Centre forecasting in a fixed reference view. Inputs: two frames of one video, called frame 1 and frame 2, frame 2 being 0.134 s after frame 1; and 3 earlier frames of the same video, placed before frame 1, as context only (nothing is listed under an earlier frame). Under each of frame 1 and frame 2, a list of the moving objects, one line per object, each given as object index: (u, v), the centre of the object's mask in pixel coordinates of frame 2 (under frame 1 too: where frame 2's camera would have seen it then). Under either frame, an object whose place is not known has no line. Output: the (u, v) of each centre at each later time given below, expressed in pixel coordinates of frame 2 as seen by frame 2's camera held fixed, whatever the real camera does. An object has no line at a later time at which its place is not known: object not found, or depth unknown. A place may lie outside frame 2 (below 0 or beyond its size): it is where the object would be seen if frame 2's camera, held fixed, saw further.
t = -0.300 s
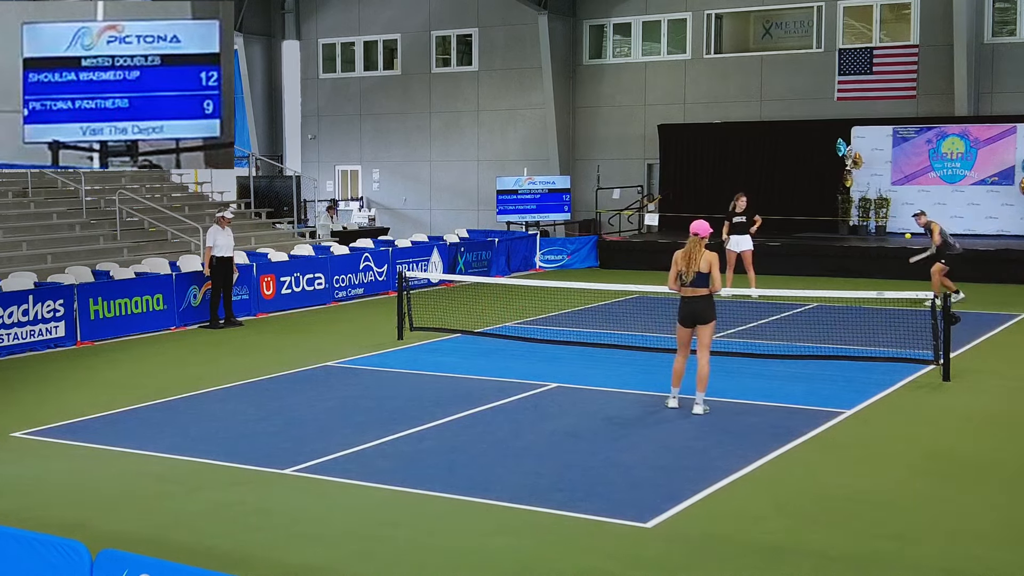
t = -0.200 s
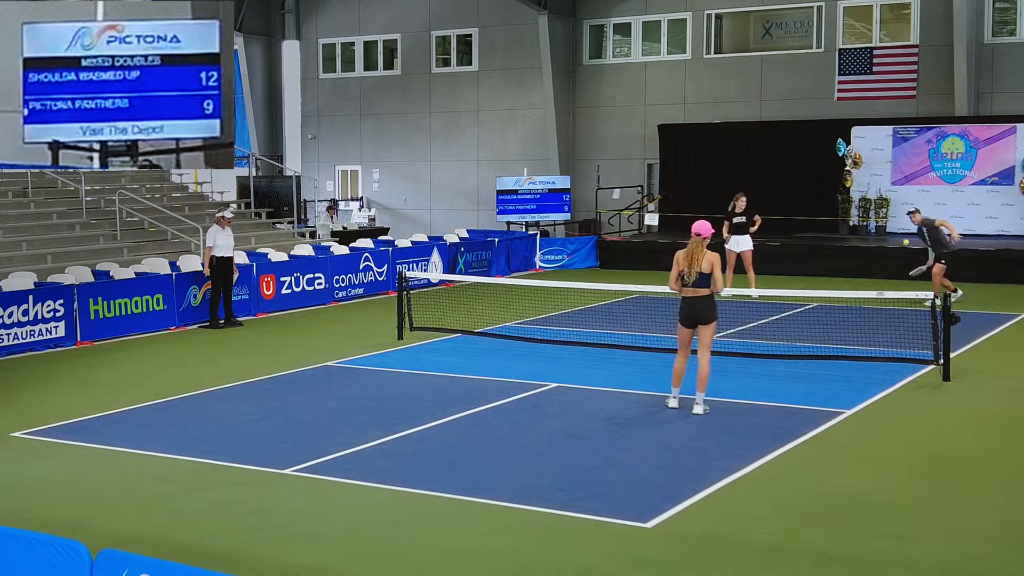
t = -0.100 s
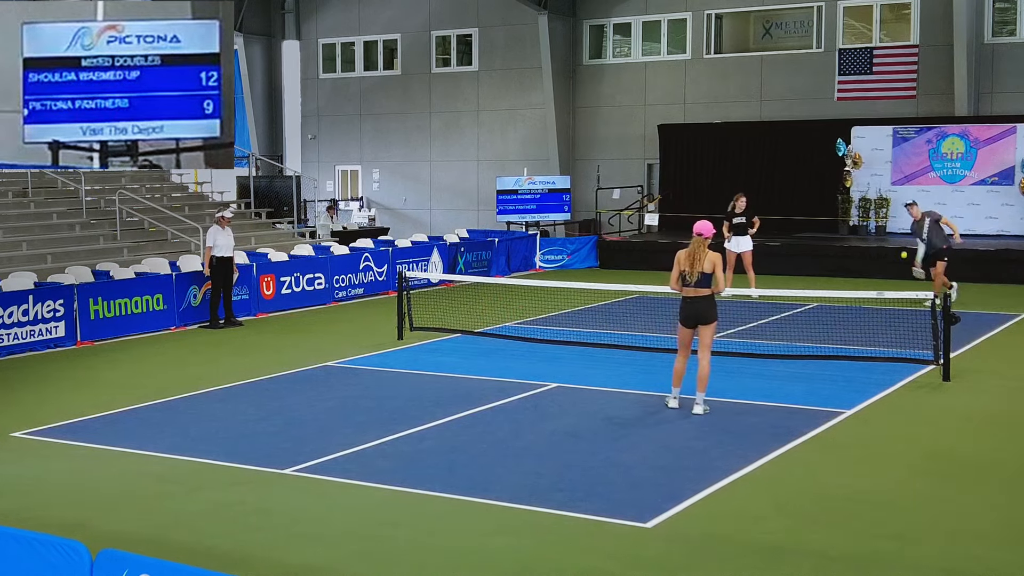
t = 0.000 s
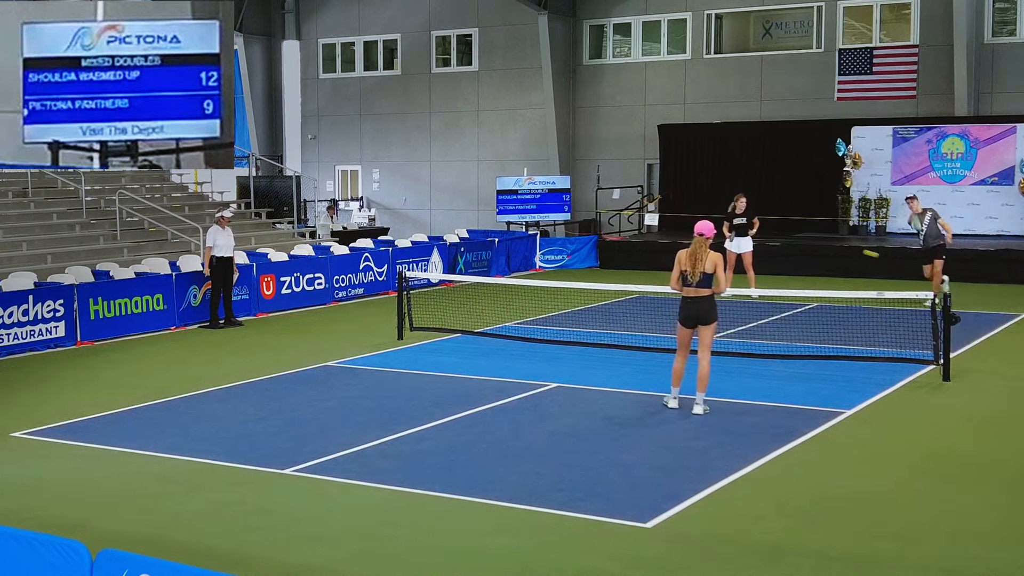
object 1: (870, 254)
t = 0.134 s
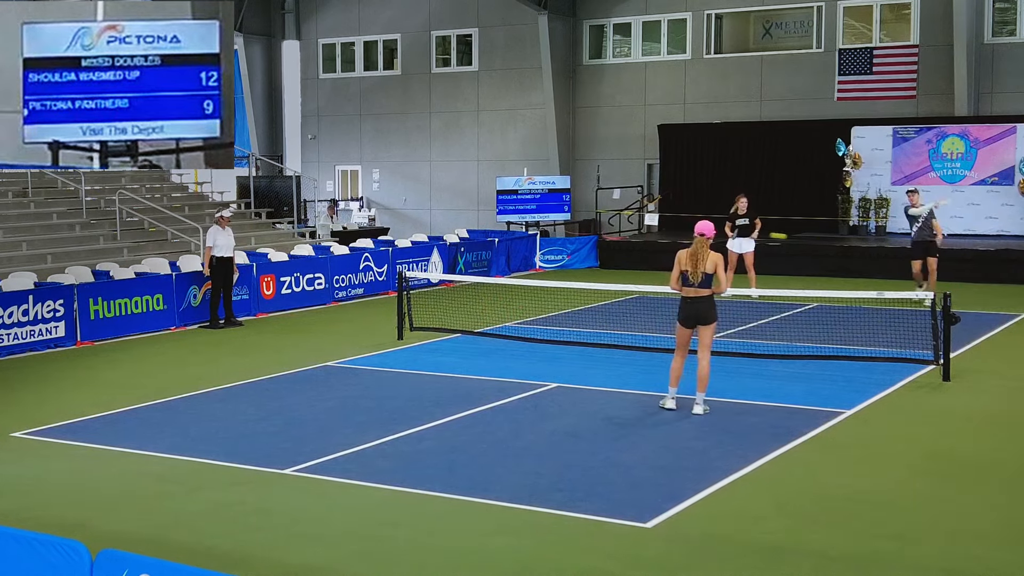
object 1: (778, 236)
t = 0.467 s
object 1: (517, 265)
